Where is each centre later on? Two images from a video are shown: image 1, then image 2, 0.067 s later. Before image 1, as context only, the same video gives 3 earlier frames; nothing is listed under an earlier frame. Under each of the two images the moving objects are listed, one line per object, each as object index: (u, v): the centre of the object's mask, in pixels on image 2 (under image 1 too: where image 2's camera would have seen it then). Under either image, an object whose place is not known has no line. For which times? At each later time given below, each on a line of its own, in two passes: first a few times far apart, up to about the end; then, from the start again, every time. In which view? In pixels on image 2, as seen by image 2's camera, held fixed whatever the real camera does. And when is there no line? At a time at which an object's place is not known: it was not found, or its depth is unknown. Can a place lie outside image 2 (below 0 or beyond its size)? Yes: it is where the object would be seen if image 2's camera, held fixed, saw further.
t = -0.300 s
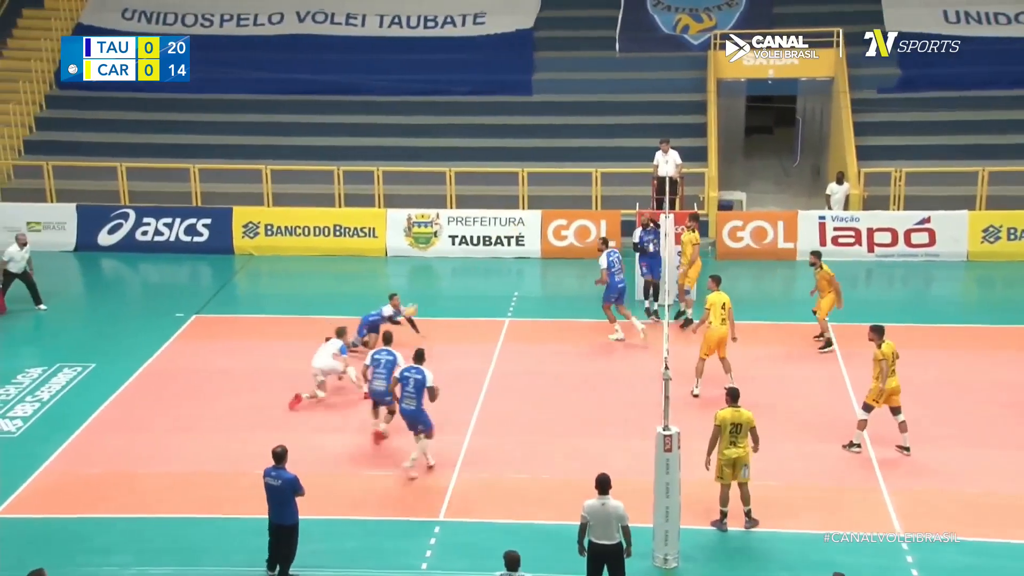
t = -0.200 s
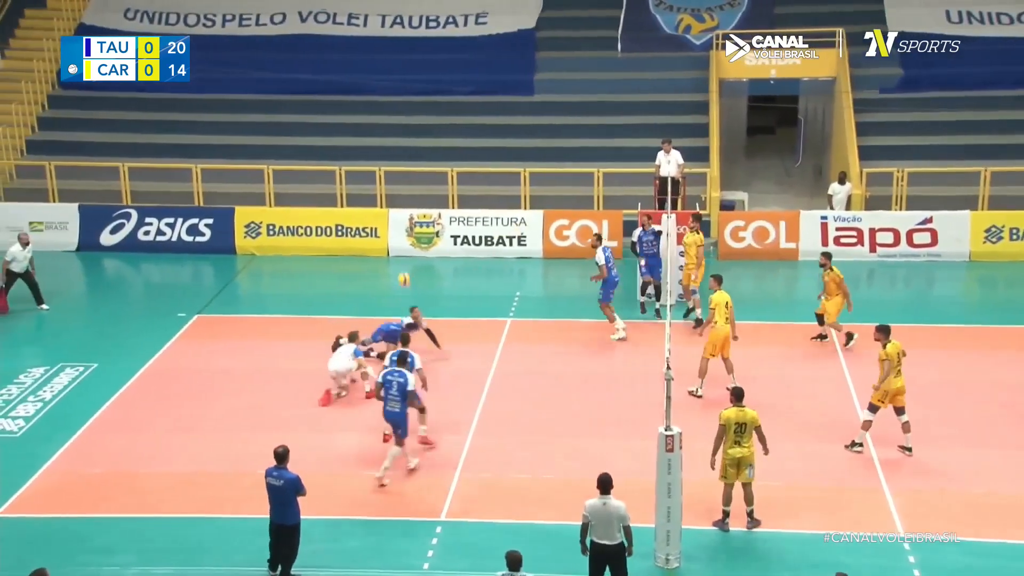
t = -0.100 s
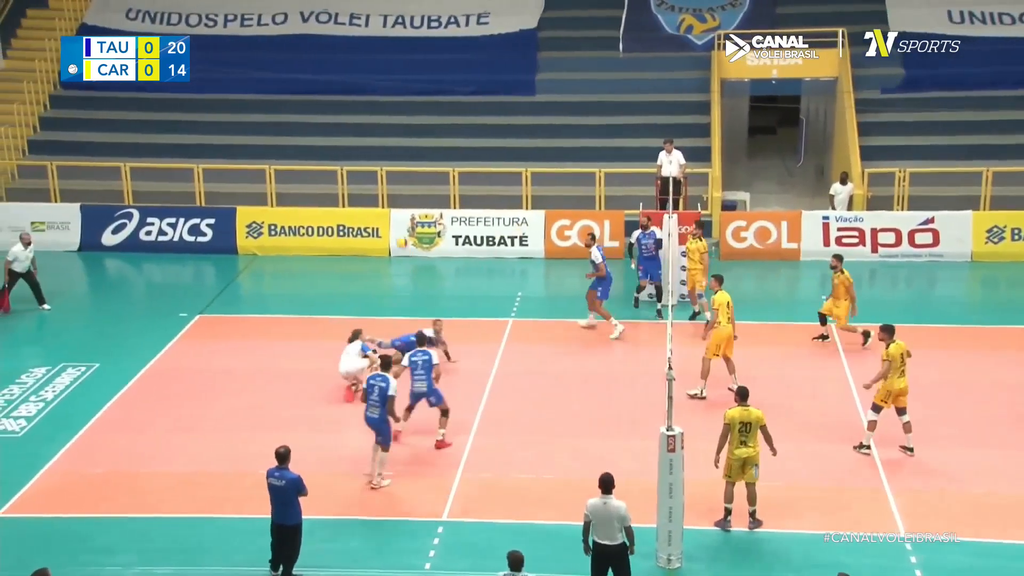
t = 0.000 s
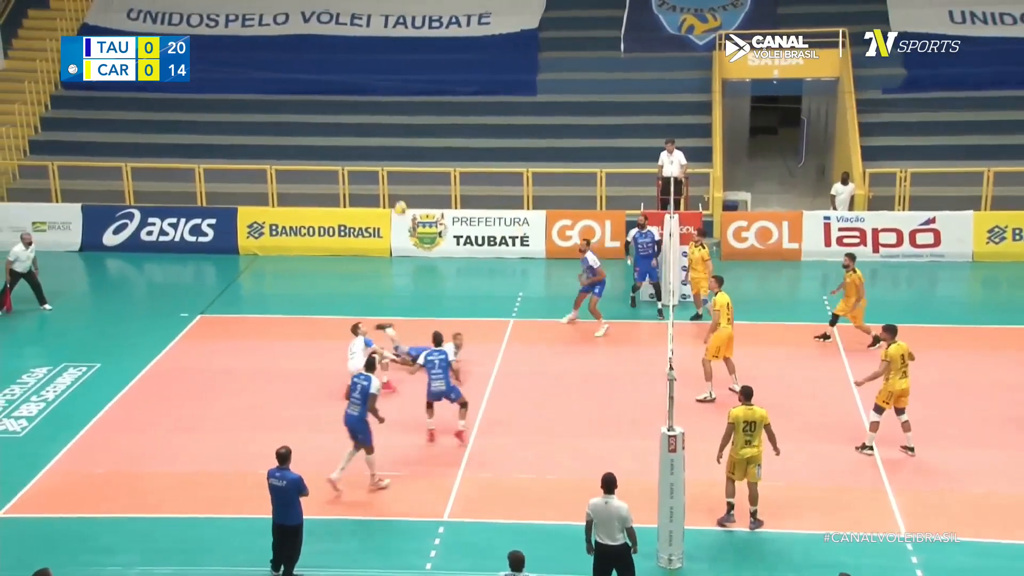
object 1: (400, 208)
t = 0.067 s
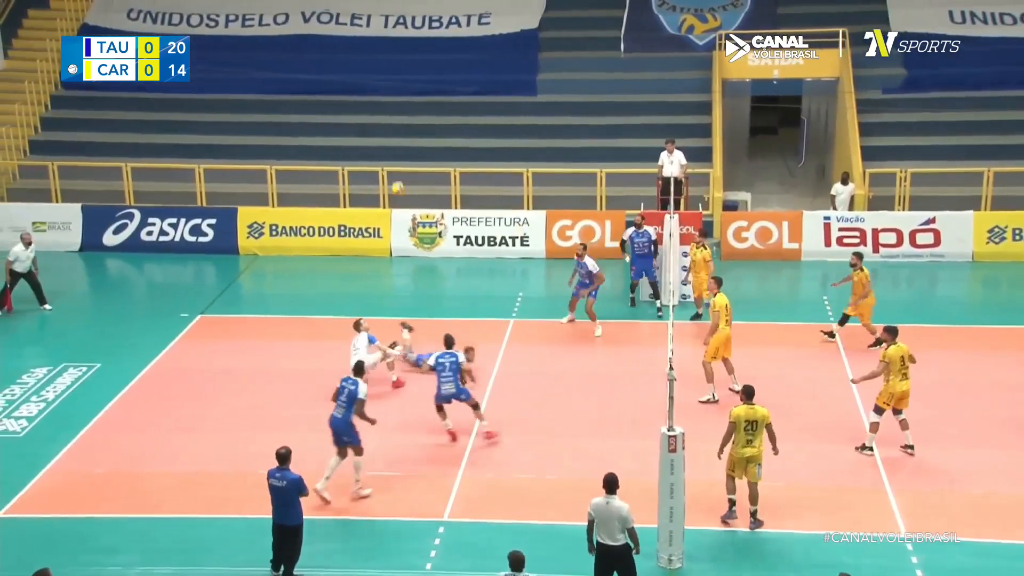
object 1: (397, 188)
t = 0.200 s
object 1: (393, 156)
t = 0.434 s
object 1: (385, 126)
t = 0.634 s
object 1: (378, 125)
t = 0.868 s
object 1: (372, 155)
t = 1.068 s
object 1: (367, 208)
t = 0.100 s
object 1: (396, 179)
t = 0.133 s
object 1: (396, 172)
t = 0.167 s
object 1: (395, 164)
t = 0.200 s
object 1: (393, 156)
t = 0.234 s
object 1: (392, 151)
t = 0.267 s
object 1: (391, 145)
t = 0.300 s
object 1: (390, 139)
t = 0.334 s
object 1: (388, 134)
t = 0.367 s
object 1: (387, 131)
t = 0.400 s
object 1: (386, 128)
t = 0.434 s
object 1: (385, 126)
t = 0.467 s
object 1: (384, 124)
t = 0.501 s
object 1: (383, 123)
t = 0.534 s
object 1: (381, 123)
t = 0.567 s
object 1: (380, 122)
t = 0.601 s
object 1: (379, 123)
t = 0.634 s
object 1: (378, 125)
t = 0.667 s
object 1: (377, 127)
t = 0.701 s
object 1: (376, 130)
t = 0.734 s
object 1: (375, 133)
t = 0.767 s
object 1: (374, 137)
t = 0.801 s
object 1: (374, 143)
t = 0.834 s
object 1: (372, 149)
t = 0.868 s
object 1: (372, 155)
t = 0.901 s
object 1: (371, 162)
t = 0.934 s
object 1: (370, 170)
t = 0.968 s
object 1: (369, 179)
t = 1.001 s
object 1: (369, 187)
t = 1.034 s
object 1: (368, 197)
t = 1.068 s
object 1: (367, 208)
